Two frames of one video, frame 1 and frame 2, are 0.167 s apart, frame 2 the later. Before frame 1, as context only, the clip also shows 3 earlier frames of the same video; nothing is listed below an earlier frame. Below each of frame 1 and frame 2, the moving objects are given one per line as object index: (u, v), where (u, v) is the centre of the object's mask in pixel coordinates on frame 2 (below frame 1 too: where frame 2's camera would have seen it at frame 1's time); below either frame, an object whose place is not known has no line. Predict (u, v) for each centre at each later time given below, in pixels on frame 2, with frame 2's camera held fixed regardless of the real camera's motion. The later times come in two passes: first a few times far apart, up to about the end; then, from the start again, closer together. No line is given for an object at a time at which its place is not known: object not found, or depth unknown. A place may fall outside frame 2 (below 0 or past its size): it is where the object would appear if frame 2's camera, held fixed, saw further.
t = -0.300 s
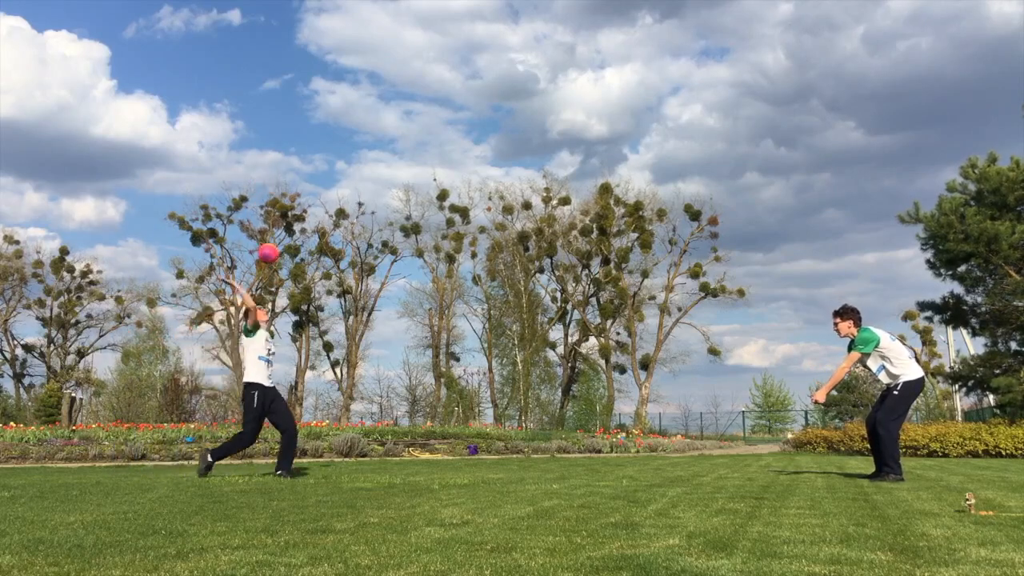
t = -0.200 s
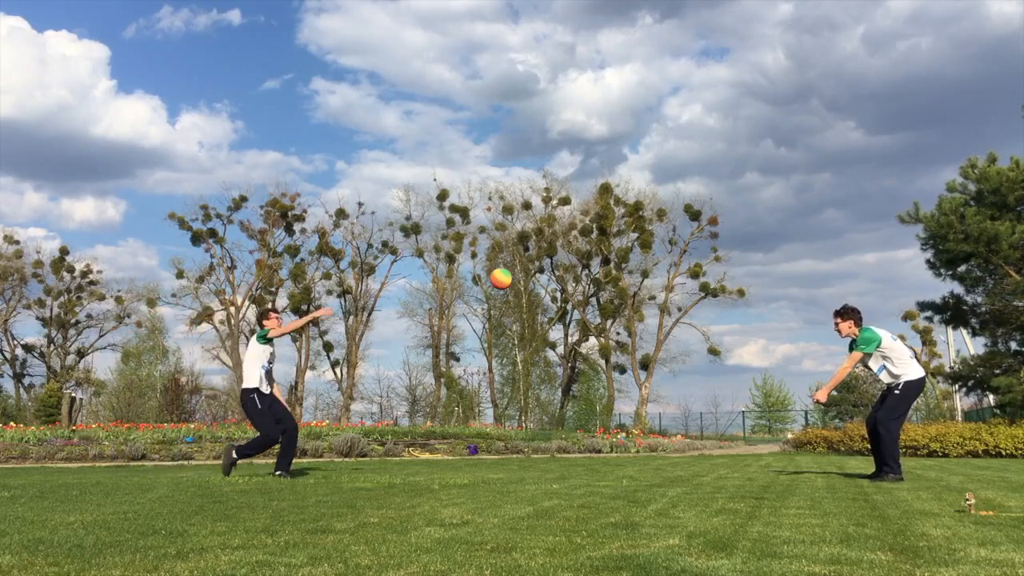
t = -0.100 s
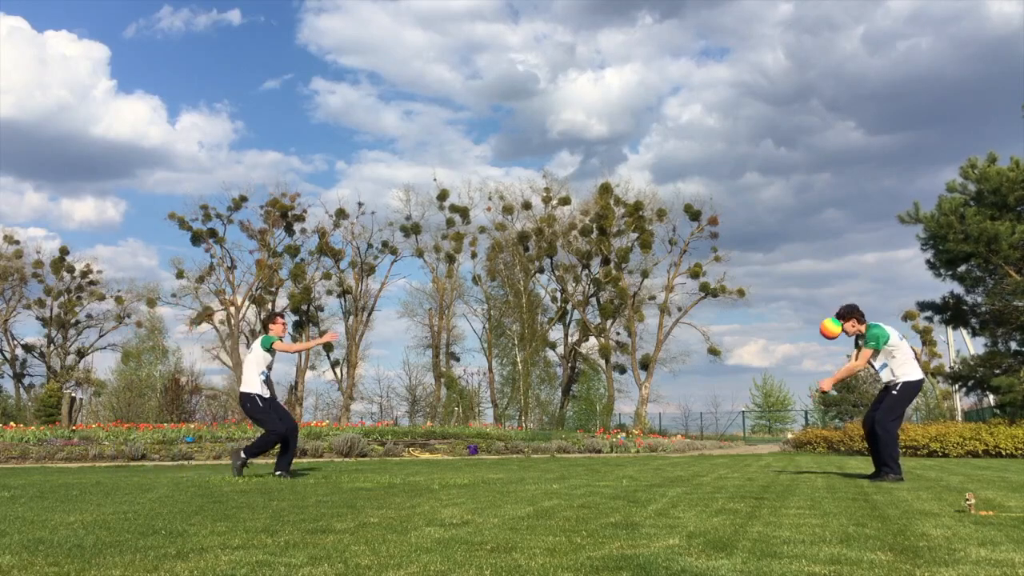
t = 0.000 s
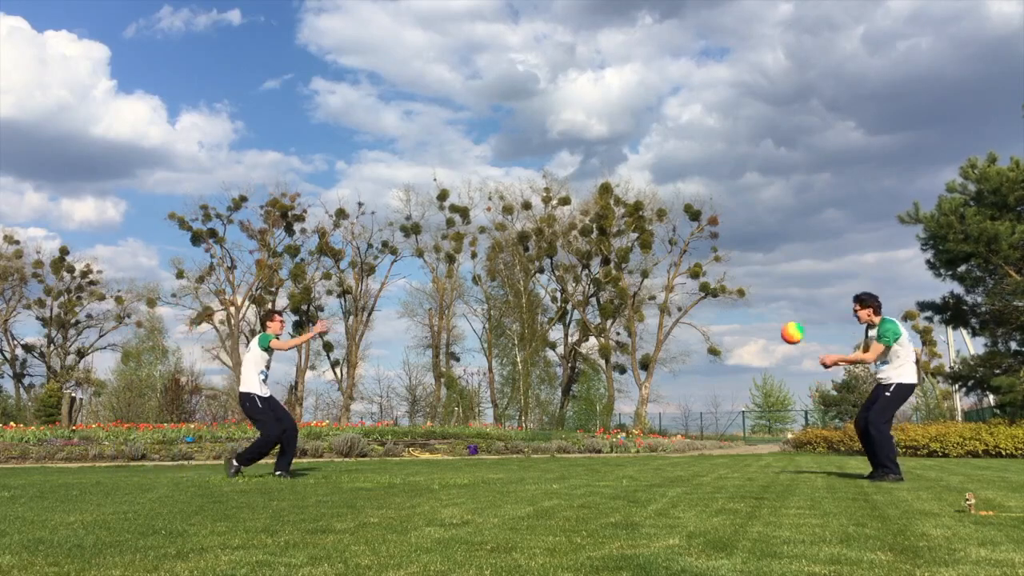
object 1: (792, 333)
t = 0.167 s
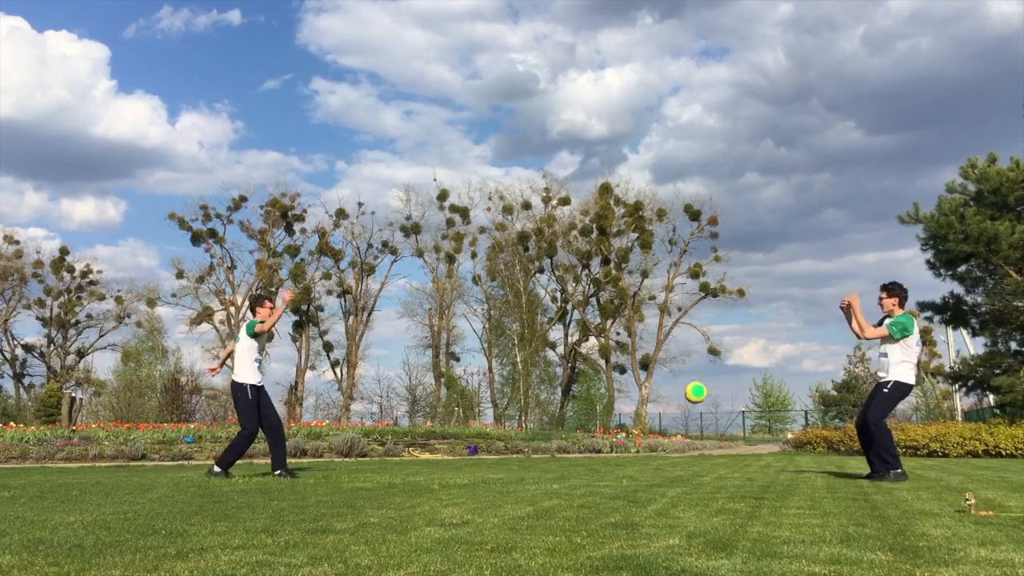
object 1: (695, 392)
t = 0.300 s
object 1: (623, 460)
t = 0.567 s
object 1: (570, 426)
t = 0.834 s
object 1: (528, 449)
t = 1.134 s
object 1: (483, 458)
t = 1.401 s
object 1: (447, 465)
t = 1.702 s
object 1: (414, 466)
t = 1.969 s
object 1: (394, 465)
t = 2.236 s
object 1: (381, 465)
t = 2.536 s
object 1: (373, 464)
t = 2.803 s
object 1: (372, 464)
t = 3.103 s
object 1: (372, 464)
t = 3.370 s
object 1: (372, 464)
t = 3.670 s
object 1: (372, 464)
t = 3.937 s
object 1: (372, 464)
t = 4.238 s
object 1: (372, 464)
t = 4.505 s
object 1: (372, 464)
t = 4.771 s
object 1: (372, 464)
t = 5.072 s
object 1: (372, 464)
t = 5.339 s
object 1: (372, 464)
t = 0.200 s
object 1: (677, 407)
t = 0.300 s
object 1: (623, 460)
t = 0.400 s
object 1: (598, 450)
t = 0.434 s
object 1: (592, 443)
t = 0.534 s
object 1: (575, 429)
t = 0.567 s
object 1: (570, 426)
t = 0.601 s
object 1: (564, 425)
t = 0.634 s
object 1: (559, 426)
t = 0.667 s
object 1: (554, 427)
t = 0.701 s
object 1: (549, 429)
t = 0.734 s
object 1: (544, 433)
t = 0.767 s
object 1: (539, 437)
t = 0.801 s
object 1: (533, 443)
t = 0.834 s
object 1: (528, 449)
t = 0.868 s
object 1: (523, 457)
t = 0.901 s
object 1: (519, 466)
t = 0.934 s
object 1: (514, 465)
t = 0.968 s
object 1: (508, 462)
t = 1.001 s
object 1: (504, 459)
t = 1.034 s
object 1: (498, 457)
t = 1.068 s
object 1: (493, 456)
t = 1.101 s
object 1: (488, 457)
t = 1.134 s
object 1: (483, 458)
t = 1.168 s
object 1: (478, 461)
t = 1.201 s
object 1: (474, 465)
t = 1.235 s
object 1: (469, 466)
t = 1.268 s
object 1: (464, 466)
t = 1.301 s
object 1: (460, 464)
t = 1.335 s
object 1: (456, 464)
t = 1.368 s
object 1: (451, 464)
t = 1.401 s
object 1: (447, 465)
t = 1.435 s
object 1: (442, 466)
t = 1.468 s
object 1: (438, 466)
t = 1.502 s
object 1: (435, 466)
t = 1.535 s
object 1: (431, 466)
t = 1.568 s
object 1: (427, 466)
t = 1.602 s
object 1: (424, 466)
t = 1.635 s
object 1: (419, 466)
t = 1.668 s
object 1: (416, 465)
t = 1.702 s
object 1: (414, 466)
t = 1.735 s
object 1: (410, 465)
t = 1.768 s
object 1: (407, 465)
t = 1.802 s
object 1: (405, 465)
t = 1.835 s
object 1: (403, 464)
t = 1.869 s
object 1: (400, 464)
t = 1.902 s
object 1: (398, 465)
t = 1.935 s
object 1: (396, 465)
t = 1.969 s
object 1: (394, 465)
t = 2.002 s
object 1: (392, 465)
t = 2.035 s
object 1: (390, 465)
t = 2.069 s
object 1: (388, 465)
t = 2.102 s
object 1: (387, 465)
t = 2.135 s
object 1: (385, 464)
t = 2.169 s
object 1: (384, 465)
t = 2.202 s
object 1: (383, 465)
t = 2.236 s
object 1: (381, 465)
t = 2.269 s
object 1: (380, 464)
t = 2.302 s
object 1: (379, 464)
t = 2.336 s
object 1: (379, 464)
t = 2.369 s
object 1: (378, 464)
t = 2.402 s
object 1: (377, 464)
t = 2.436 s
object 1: (376, 464)
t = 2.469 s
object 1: (375, 464)
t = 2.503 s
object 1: (374, 464)
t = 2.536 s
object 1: (373, 464)
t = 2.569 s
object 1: (373, 464)
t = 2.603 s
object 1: (373, 464)
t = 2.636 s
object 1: (372, 464)
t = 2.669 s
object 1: (372, 464)
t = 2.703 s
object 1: (372, 464)
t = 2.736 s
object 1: (372, 464)
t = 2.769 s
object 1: (372, 464)
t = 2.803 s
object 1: (372, 464)
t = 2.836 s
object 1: (372, 464)
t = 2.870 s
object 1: (372, 464)
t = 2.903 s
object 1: (372, 464)
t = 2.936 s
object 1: (372, 464)
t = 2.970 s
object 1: (372, 464)
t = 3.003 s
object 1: (372, 464)
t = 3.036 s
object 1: (372, 464)
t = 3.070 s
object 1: (372, 464)
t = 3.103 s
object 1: (372, 464)
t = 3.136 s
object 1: (372, 464)
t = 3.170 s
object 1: (372, 464)
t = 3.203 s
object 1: (372, 464)
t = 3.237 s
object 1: (372, 464)
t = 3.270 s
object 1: (372, 464)
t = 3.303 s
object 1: (372, 464)
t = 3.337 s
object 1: (372, 464)
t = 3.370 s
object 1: (372, 464)
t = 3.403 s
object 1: (372, 464)
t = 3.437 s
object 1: (372, 464)
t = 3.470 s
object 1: (372, 464)
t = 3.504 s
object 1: (372, 464)
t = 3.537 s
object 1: (372, 464)
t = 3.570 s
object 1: (372, 464)
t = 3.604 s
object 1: (372, 464)
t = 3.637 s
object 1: (372, 464)
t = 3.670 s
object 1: (372, 464)
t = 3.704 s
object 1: (372, 464)
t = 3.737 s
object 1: (372, 464)
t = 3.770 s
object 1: (372, 464)
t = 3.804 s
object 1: (372, 464)
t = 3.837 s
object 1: (372, 464)
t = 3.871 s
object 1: (372, 464)
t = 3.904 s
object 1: (372, 464)
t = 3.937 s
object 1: (372, 464)
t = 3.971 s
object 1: (372, 464)
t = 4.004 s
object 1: (372, 464)
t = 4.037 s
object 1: (372, 464)
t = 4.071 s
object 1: (372, 464)
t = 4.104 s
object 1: (372, 464)
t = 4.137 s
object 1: (372, 464)
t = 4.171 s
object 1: (372, 464)
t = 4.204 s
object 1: (372, 464)
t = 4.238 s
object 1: (372, 464)
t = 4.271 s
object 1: (372, 464)
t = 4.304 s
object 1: (372, 464)
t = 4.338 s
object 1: (372, 464)
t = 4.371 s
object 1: (372, 464)
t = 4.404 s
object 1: (372, 464)
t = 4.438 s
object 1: (372, 464)
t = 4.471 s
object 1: (372, 464)
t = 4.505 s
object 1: (372, 464)
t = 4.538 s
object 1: (372, 464)
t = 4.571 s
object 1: (372, 464)
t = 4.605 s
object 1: (372, 464)
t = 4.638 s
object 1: (372, 464)
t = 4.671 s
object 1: (372, 464)
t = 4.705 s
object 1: (372, 464)
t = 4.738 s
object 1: (372, 464)
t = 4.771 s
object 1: (372, 464)
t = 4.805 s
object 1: (372, 464)
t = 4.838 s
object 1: (372, 464)
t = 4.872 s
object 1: (372, 464)
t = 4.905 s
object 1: (372, 464)
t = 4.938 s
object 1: (372, 464)
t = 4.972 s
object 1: (372, 464)
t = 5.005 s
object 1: (372, 464)
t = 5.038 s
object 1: (372, 464)
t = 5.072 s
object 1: (372, 464)
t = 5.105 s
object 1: (372, 464)
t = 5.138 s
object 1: (372, 464)
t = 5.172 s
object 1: (372, 464)
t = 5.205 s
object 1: (372, 464)
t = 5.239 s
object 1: (372, 464)
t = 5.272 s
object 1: (372, 464)
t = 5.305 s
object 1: (372, 464)
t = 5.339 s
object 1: (372, 464)
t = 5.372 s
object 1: (372, 464)
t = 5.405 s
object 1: (372, 464)
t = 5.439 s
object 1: (372, 464)
